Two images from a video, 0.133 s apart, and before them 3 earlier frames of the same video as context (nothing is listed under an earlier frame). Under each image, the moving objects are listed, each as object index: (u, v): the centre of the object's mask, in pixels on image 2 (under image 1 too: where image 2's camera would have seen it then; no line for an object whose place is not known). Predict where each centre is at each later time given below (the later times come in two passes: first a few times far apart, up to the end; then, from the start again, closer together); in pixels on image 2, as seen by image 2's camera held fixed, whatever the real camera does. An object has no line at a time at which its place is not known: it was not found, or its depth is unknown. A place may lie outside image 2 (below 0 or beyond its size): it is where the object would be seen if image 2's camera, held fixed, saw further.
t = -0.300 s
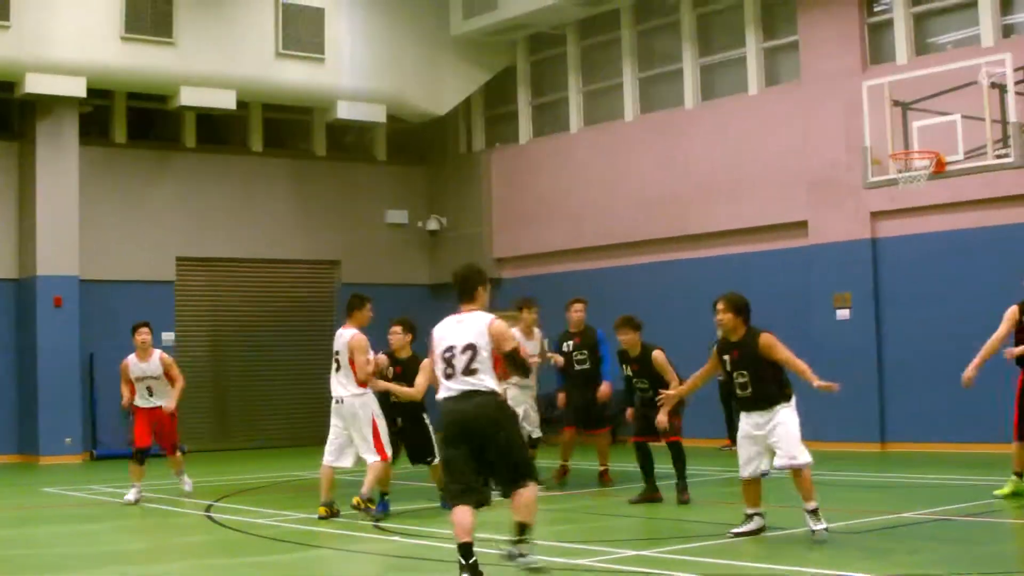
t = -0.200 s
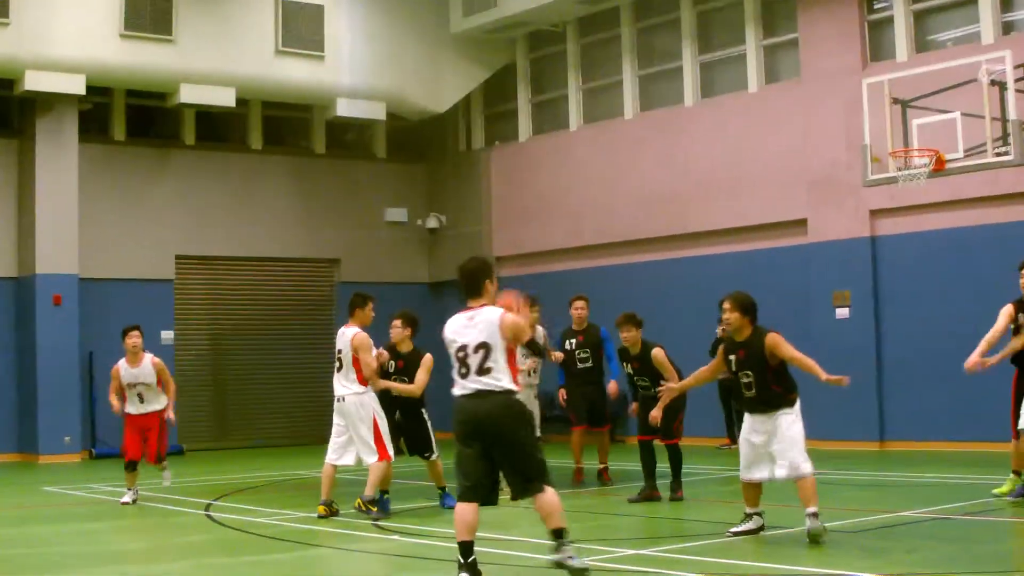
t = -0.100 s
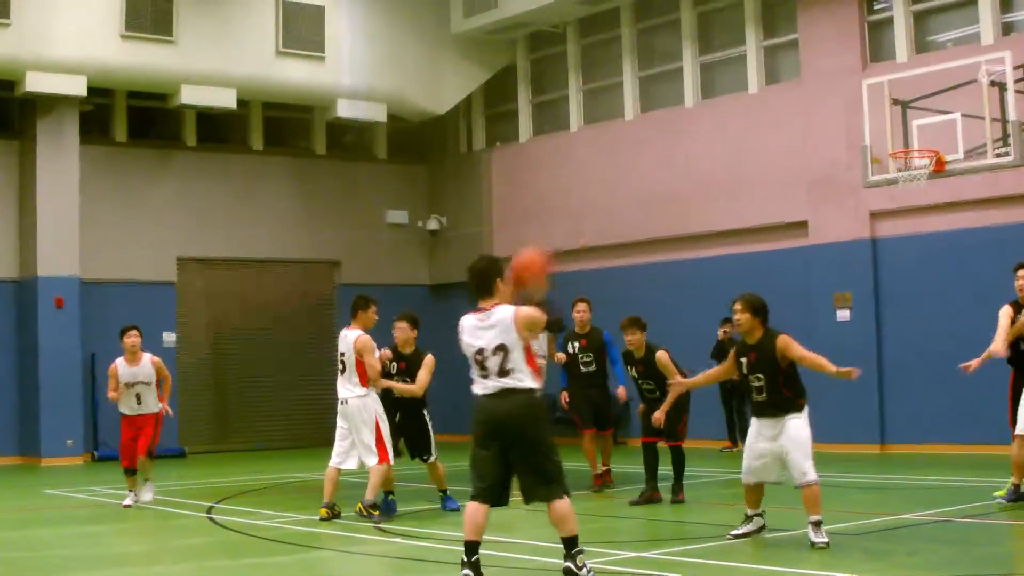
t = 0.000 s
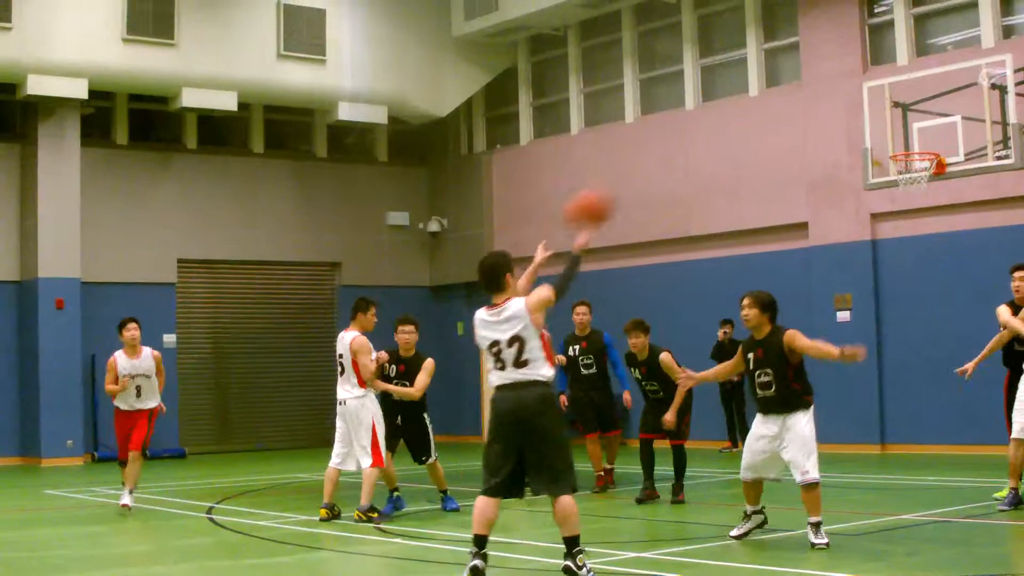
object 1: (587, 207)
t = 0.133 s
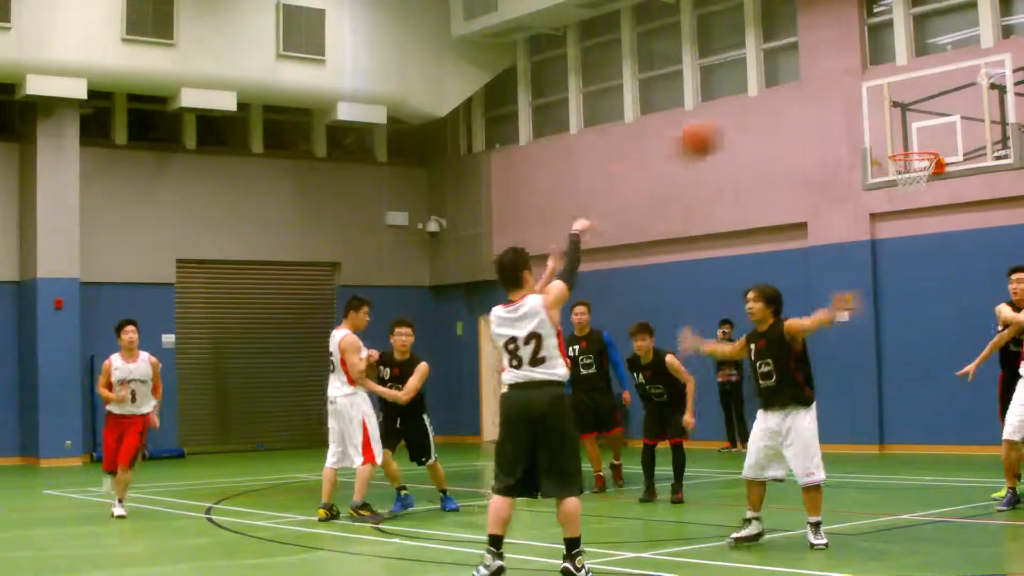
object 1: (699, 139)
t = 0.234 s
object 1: (773, 110)
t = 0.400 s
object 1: (892, 95)
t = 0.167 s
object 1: (724, 128)
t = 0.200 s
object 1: (750, 116)
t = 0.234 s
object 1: (773, 110)
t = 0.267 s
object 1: (798, 102)
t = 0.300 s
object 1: (822, 97)
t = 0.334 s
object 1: (844, 96)
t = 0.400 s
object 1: (892, 95)
